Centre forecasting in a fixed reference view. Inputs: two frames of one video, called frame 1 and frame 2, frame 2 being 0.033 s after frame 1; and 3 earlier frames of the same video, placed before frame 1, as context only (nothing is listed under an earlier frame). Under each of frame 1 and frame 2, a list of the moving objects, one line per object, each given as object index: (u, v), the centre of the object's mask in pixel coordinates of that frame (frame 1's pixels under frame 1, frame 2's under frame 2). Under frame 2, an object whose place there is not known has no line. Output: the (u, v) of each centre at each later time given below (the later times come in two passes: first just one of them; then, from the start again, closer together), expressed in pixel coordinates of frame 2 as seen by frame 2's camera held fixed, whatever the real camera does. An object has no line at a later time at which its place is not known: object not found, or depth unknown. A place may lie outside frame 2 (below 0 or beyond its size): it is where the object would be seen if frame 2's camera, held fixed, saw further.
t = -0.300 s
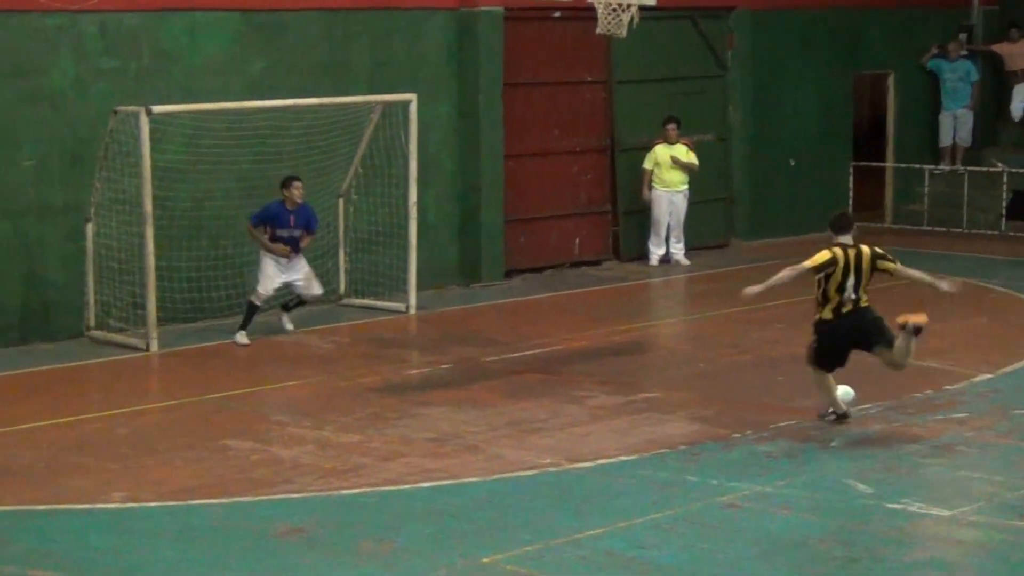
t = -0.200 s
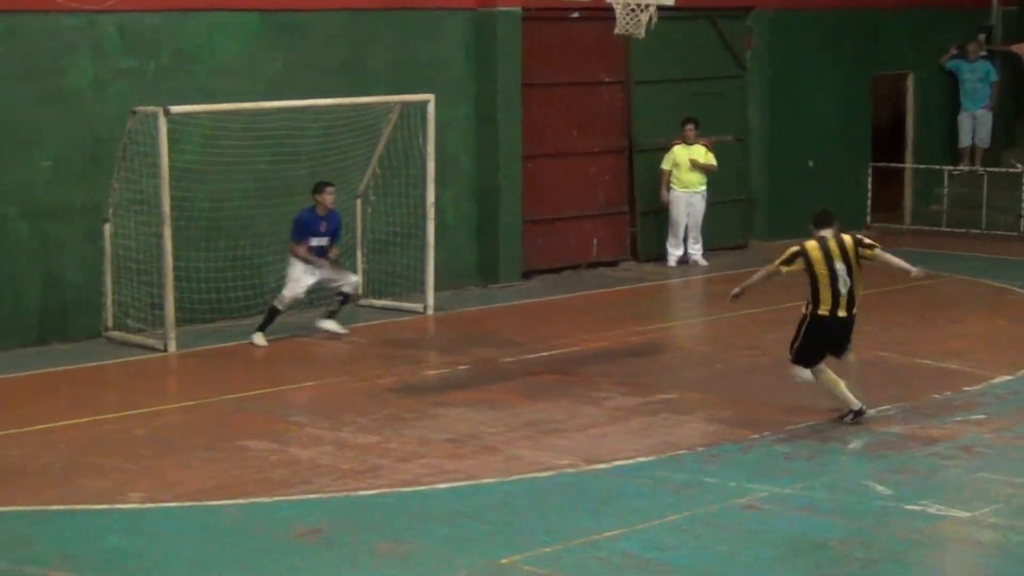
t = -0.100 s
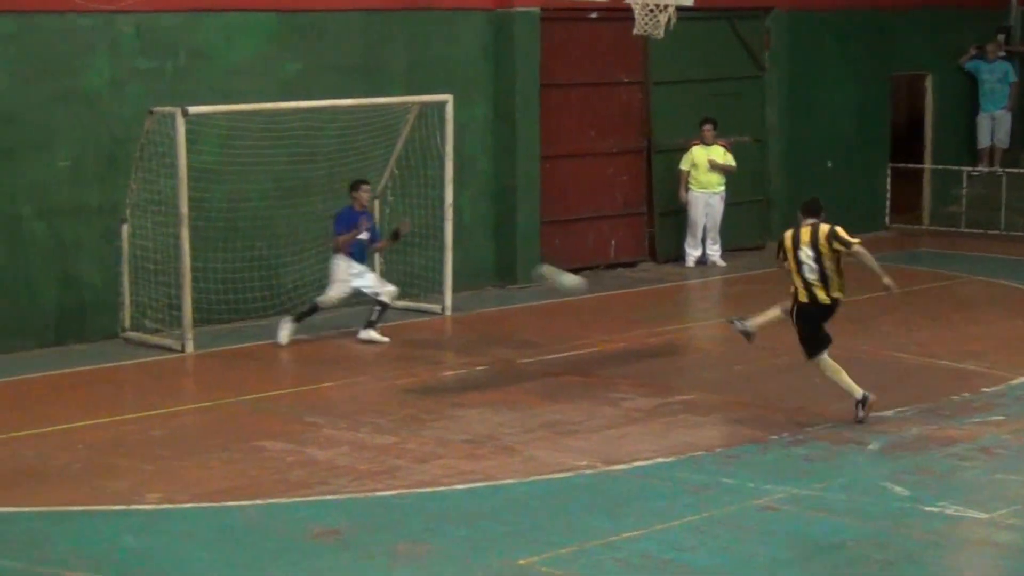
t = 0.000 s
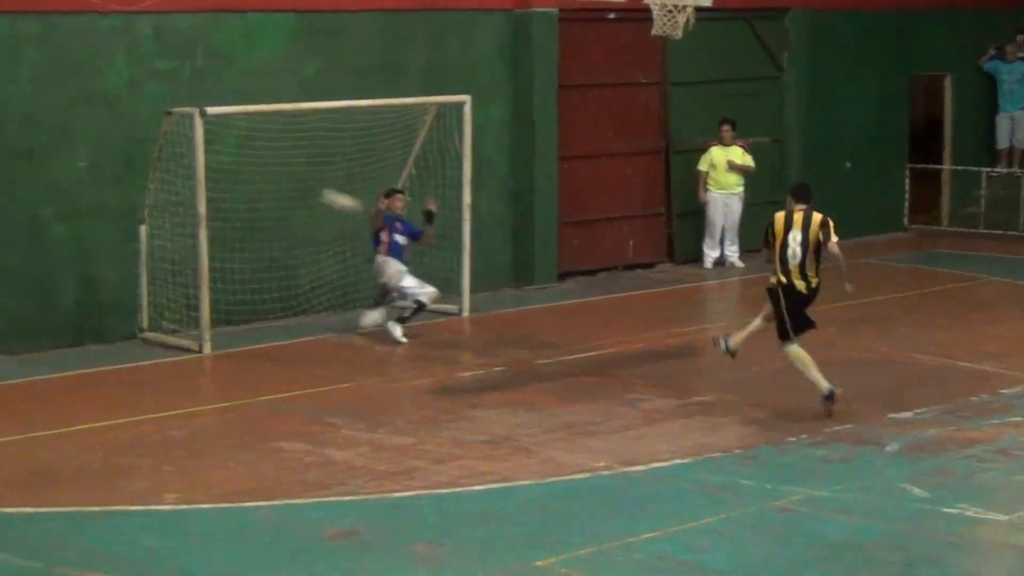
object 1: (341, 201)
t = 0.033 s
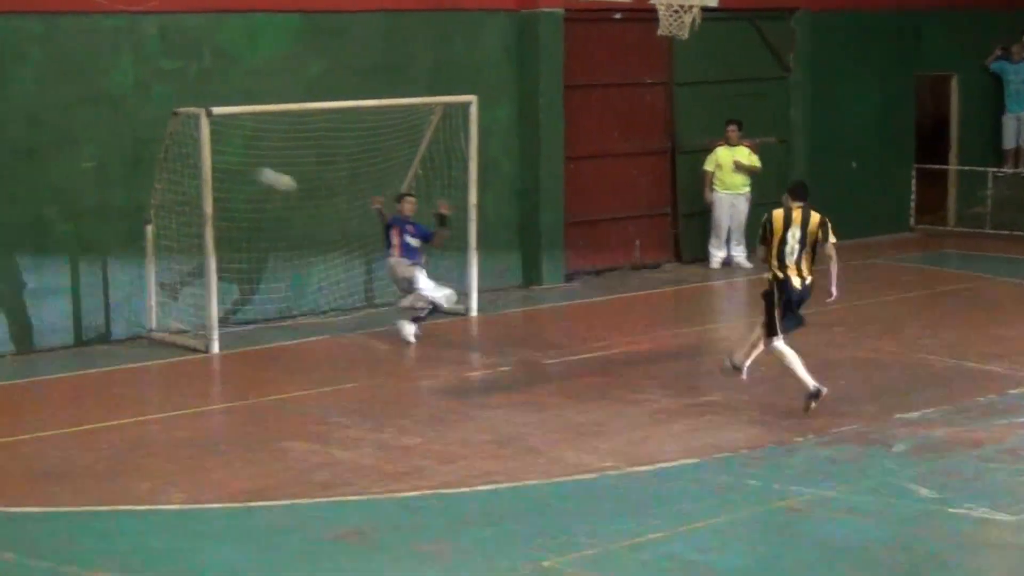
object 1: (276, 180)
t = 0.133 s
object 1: (190, 157)
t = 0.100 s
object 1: (191, 148)
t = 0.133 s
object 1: (190, 157)
